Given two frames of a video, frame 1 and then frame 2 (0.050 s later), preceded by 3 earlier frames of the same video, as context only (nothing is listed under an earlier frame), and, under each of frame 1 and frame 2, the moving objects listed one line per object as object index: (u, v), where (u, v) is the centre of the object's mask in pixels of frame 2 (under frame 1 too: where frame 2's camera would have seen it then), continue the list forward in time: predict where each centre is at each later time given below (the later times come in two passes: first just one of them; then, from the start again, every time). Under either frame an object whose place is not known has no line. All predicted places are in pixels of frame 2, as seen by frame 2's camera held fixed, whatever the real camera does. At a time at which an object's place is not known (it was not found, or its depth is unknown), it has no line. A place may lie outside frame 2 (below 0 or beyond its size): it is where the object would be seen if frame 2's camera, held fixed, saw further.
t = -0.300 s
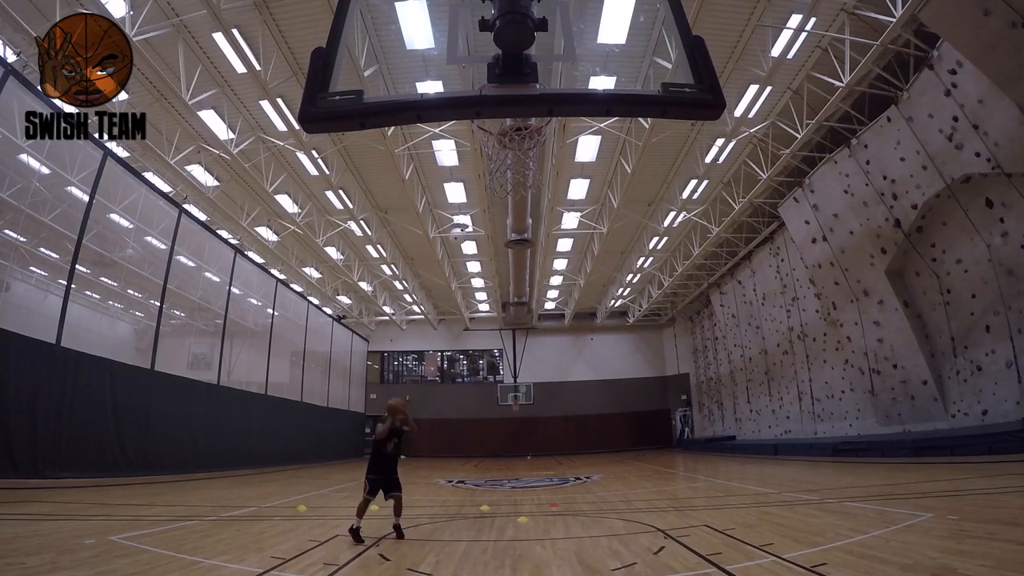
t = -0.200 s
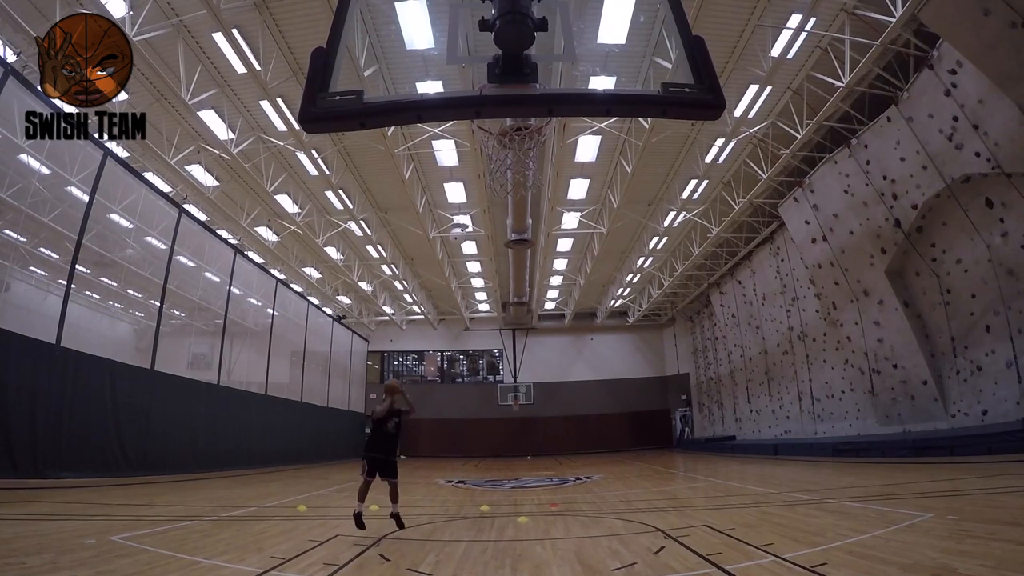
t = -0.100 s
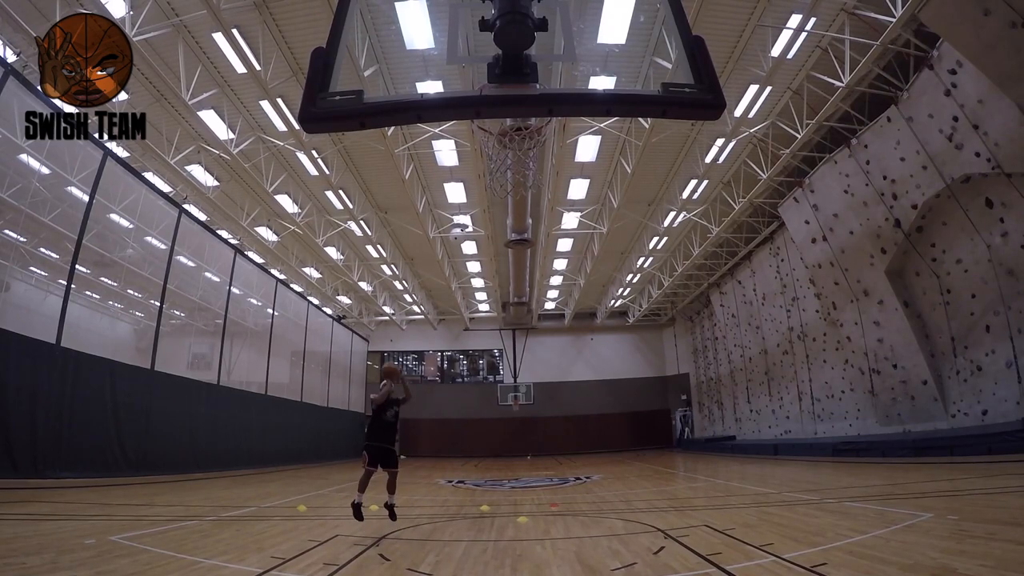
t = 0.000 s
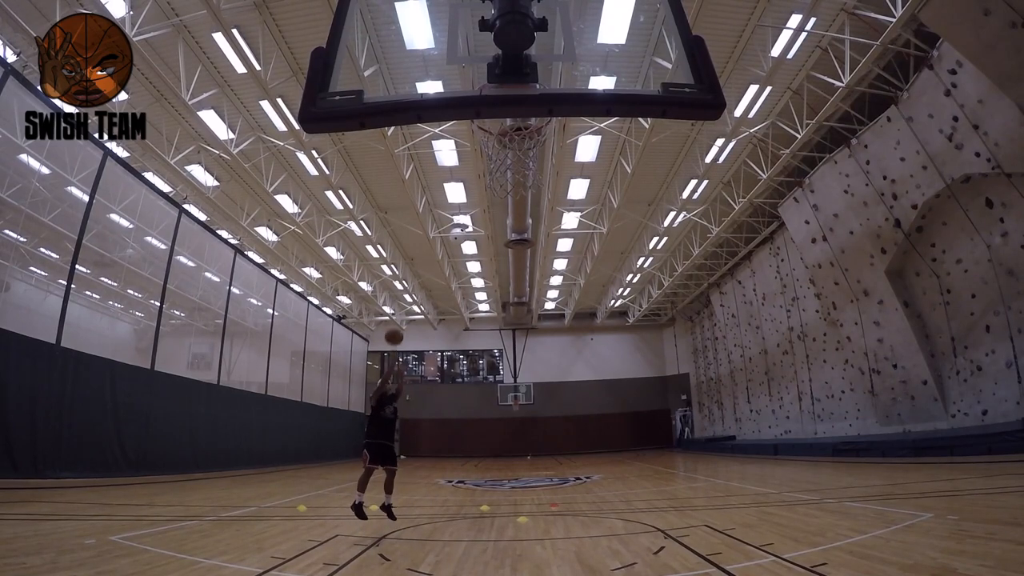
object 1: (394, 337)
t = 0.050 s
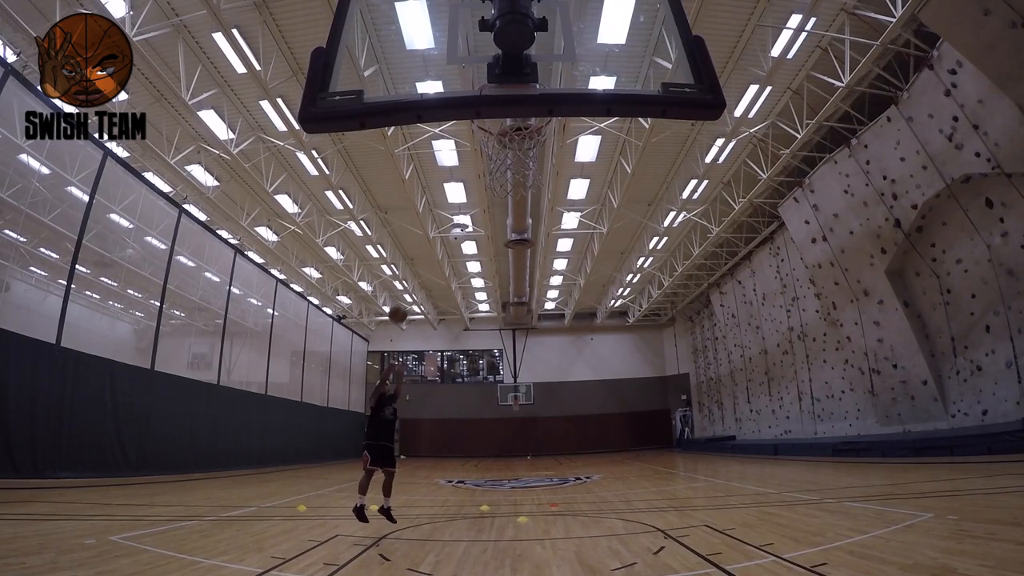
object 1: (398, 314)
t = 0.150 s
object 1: (406, 272)
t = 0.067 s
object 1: (399, 306)
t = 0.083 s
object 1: (399, 300)
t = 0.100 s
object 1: (401, 293)
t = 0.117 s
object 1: (403, 285)
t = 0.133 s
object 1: (405, 278)
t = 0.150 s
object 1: (406, 272)
